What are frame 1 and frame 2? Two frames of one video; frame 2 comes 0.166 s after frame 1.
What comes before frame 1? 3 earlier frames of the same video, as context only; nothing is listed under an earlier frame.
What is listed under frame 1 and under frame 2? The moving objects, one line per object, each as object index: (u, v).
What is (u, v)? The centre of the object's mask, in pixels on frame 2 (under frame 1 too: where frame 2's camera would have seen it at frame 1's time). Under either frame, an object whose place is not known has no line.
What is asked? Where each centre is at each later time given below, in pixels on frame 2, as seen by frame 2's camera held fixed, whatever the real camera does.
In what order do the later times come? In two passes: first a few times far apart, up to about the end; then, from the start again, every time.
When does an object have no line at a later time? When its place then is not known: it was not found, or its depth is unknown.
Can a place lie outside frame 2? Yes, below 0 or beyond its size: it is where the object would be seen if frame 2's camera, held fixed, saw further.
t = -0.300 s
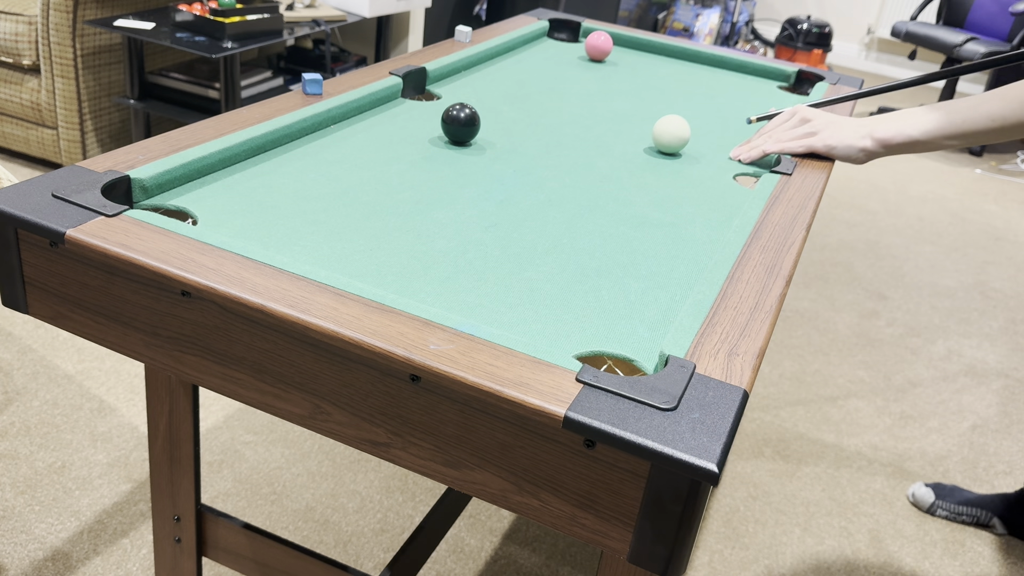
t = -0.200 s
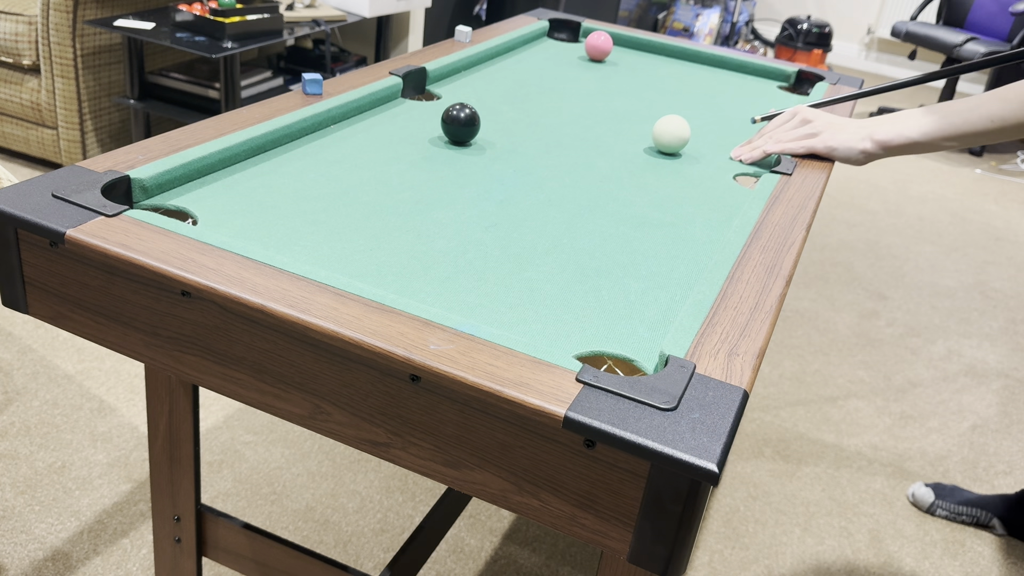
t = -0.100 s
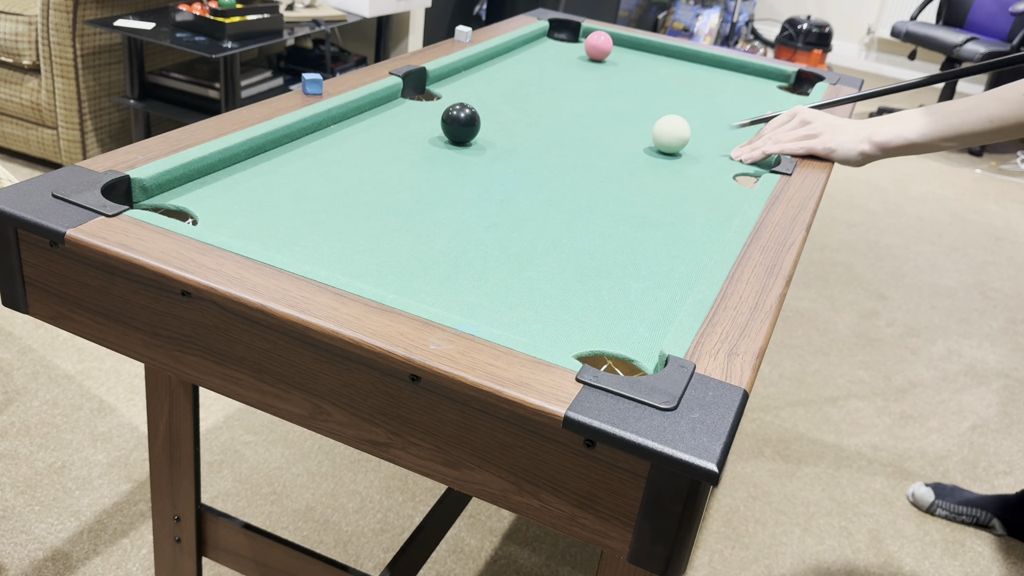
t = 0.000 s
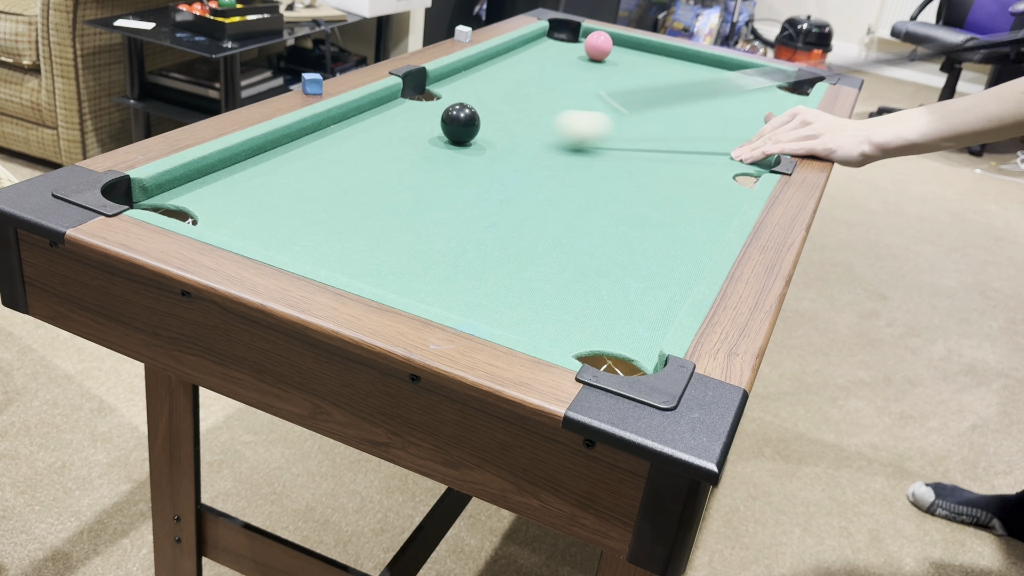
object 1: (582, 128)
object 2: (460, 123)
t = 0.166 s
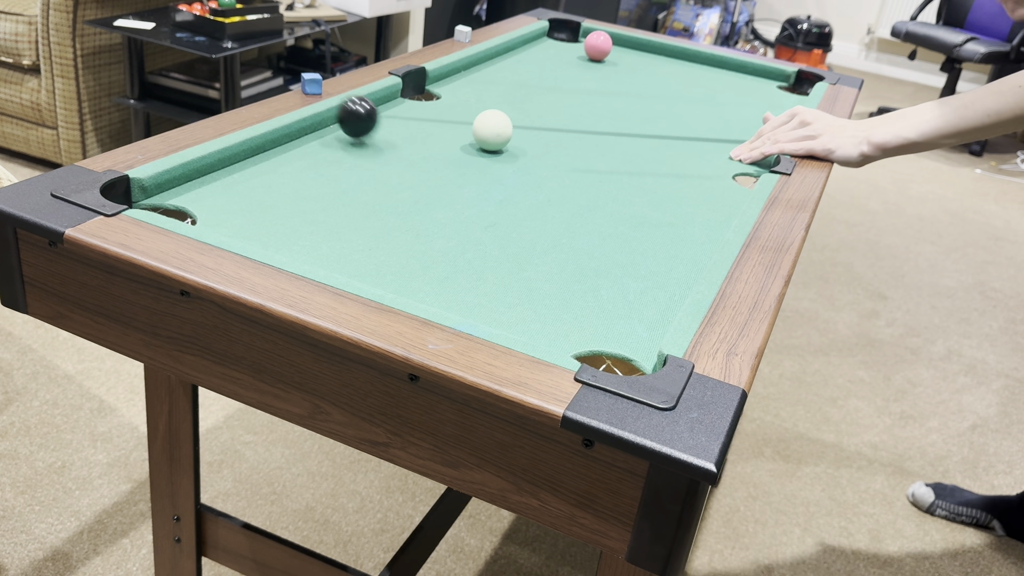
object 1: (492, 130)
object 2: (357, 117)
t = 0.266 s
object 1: (485, 133)
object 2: (391, 152)
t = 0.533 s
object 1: (467, 141)
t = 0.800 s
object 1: (453, 147)
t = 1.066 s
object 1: (442, 152)
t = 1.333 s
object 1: (434, 155)
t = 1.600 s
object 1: (431, 156)
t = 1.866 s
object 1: (431, 155)
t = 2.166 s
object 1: (432, 155)
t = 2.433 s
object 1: (432, 155)
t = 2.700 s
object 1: (432, 155)
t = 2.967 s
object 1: (432, 155)
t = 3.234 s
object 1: (432, 155)
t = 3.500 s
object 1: (432, 155)
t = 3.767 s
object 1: (432, 155)
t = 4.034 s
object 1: (432, 155)
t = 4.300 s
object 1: (432, 155)
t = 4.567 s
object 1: (432, 155)
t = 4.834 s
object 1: (432, 155)
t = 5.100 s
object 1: (432, 155)
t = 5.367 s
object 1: (432, 155)
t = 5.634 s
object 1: (432, 155)
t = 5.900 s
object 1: (432, 155)
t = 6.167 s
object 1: (432, 155)
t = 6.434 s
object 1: (432, 155)
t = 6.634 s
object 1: (432, 155)
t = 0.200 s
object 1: (490, 131)
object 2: (370, 132)
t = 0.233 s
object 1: (487, 132)
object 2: (381, 143)
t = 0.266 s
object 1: (485, 133)
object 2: (391, 152)
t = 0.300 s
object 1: (483, 134)
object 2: (399, 161)
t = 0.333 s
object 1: (480, 135)
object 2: (407, 169)
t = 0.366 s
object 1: (478, 136)
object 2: (415, 178)
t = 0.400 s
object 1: (476, 137)
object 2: (424, 187)
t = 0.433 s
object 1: (474, 138)
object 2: (433, 196)
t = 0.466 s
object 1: (471, 139)
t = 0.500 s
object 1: (469, 140)
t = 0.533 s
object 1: (467, 141)
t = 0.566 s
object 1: (465, 141)
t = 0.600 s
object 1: (463, 142)
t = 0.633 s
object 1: (461, 143)
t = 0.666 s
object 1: (460, 144)
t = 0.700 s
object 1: (458, 145)
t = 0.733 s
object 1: (456, 145)
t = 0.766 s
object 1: (455, 146)
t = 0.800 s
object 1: (453, 147)
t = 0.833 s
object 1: (451, 148)
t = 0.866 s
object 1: (450, 148)
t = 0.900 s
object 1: (448, 149)
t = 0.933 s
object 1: (447, 149)
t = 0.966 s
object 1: (445, 150)
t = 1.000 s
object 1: (444, 151)
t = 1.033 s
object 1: (443, 151)
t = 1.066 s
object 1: (442, 152)
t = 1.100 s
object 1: (441, 152)
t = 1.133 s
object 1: (440, 152)
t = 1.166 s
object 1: (438, 153)
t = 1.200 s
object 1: (437, 153)
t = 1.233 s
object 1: (437, 154)
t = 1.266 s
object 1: (436, 154)
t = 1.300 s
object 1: (435, 154)
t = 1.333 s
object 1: (434, 155)
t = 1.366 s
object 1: (434, 155)
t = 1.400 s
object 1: (433, 155)
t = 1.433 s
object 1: (433, 155)
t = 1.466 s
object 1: (432, 155)
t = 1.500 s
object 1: (432, 156)
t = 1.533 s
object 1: (432, 156)
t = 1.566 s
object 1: (431, 156)
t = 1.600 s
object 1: (431, 156)
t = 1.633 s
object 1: (431, 156)
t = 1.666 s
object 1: (431, 156)
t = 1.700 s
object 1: (431, 156)
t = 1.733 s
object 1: (431, 156)
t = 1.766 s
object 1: (431, 156)
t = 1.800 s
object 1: (431, 156)
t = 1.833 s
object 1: (431, 156)
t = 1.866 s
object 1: (431, 155)
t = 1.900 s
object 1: (431, 155)
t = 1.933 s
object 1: (431, 156)
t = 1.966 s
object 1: (431, 156)
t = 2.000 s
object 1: (431, 156)
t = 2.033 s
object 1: (431, 156)
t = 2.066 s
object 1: (432, 156)
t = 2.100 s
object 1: (431, 156)
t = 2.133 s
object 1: (431, 156)
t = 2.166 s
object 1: (432, 155)
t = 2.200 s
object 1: (432, 155)
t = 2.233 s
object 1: (432, 156)
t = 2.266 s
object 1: (431, 156)
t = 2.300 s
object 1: (432, 156)
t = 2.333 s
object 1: (432, 156)
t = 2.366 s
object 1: (432, 155)
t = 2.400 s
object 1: (431, 156)
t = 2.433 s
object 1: (432, 155)
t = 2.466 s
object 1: (431, 156)
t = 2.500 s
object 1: (431, 156)
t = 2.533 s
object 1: (431, 156)
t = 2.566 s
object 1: (431, 156)
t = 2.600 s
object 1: (431, 156)
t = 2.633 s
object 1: (432, 156)
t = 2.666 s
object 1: (431, 156)
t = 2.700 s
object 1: (432, 155)
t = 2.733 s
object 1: (432, 155)
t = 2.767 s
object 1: (432, 156)
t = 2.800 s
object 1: (432, 156)
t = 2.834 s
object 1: (432, 156)
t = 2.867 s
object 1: (432, 155)
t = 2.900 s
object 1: (432, 155)
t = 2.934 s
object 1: (432, 155)
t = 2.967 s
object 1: (432, 155)
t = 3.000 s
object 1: (432, 155)
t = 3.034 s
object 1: (432, 155)
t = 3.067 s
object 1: (432, 155)
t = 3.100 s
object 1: (432, 155)
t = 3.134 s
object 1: (432, 156)
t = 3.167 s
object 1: (432, 155)
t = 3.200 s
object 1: (432, 155)
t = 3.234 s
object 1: (432, 155)
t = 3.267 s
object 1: (432, 155)
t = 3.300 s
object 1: (432, 156)
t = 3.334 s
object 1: (432, 155)
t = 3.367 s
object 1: (432, 155)
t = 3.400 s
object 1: (432, 155)
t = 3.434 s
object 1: (432, 155)
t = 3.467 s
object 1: (432, 155)
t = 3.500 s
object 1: (432, 155)
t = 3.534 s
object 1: (432, 155)
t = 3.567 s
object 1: (432, 155)
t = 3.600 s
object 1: (432, 155)
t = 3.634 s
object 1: (432, 155)
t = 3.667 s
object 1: (432, 155)
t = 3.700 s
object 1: (432, 155)
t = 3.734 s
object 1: (432, 155)
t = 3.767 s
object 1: (432, 155)
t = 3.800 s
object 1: (432, 155)
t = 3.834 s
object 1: (432, 155)
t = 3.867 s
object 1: (432, 155)
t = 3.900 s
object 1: (432, 155)
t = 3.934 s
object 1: (432, 155)
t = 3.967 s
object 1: (432, 155)
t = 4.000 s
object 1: (432, 155)
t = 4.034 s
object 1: (432, 155)
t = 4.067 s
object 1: (432, 155)
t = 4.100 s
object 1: (432, 155)
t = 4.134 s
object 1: (432, 155)
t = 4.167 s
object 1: (432, 155)
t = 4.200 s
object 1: (432, 155)
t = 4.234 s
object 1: (432, 155)
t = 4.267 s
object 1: (432, 155)
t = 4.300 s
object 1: (432, 155)
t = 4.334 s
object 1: (432, 155)
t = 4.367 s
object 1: (432, 155)
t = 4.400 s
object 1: (432, 156)
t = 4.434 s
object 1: (432, 155)
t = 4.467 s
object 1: (432, 155)
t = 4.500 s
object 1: (432, 155)
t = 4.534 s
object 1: (432, 155)
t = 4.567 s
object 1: (432, 155)
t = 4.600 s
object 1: (432, 155)
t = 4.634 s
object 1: (432, 155)
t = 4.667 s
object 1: (432, 156)
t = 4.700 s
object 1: (432, 155)
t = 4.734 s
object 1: (432, 155)
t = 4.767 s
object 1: (432, 156)
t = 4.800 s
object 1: (432, 155)
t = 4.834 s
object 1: (432, 155)
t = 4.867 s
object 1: (432, 155)
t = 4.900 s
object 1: (432, 155)
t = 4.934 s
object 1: (432, 155)
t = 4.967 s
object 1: (432, 155)
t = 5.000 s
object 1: (432, 155)
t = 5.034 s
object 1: (432, 155)
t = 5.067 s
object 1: (432, 155)
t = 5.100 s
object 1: (432, 155)
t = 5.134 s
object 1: (432, 155)
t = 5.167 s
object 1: (432, 155)
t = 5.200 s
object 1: (432, 155)
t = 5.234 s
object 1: (432, 155)
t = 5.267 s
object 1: (432, 155)
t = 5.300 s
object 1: (432, 155)
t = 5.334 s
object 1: (432, 155)
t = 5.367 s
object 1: (432, 155)
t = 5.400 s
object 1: (432, 155)
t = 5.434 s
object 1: (432, 155)
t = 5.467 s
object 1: (432, 155)
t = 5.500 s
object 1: (432, 155)
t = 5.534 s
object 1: (432, 155)
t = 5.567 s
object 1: (431, 155)
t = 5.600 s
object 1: (432, 155)
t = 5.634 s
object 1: (432, 155)
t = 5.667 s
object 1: (432, 155)
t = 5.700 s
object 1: (432, 155)
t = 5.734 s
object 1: (432, 155)
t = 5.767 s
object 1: (432, 155)
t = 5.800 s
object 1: (432, 155)
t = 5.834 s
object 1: (432, 155)
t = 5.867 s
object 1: (432, 155)
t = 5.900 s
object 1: (432, 155)
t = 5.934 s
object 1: (432, 155)
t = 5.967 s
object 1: (432, 155)
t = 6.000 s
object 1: (432, 155)
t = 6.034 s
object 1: (432, 155)
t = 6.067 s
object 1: (432, 155)
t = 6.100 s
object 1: (432, 155)
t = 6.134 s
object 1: (432, 155)
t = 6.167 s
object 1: (432, 155)
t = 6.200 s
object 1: (432, 155)
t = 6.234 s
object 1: (432, 155)
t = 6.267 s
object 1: (432, 155)
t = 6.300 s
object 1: (432, 155)
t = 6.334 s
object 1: (432, 155)
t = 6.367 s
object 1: (431, 155)
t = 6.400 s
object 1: (432, 155)
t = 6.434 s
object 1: (432, 155)
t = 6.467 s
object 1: (432, 155)
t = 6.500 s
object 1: (432, 155)
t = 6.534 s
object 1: (432, 155)
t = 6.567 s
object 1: (432, 155)
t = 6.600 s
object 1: (432, 155)
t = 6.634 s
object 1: (432, 155)
